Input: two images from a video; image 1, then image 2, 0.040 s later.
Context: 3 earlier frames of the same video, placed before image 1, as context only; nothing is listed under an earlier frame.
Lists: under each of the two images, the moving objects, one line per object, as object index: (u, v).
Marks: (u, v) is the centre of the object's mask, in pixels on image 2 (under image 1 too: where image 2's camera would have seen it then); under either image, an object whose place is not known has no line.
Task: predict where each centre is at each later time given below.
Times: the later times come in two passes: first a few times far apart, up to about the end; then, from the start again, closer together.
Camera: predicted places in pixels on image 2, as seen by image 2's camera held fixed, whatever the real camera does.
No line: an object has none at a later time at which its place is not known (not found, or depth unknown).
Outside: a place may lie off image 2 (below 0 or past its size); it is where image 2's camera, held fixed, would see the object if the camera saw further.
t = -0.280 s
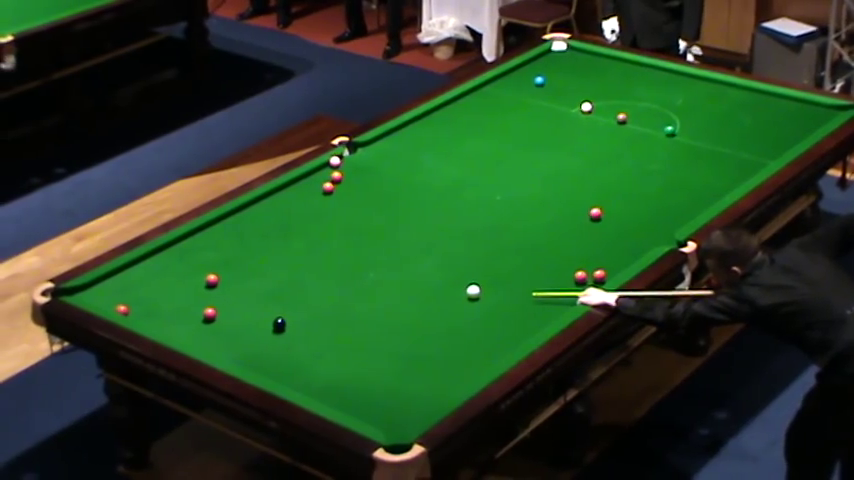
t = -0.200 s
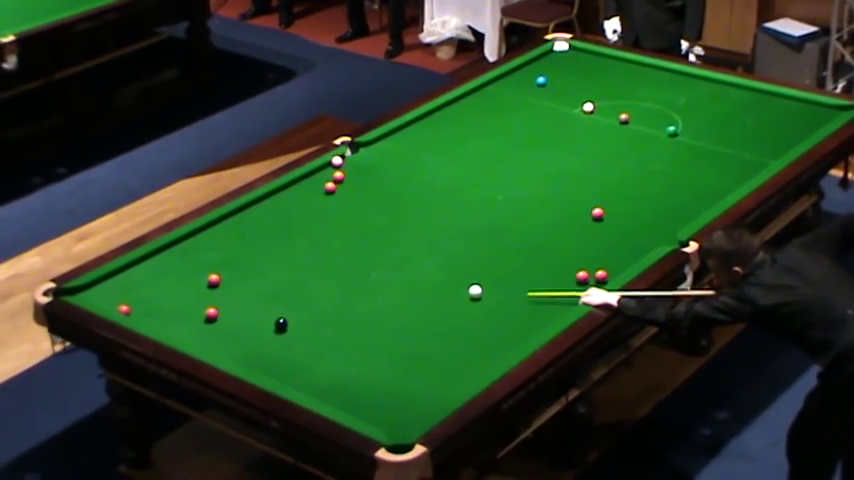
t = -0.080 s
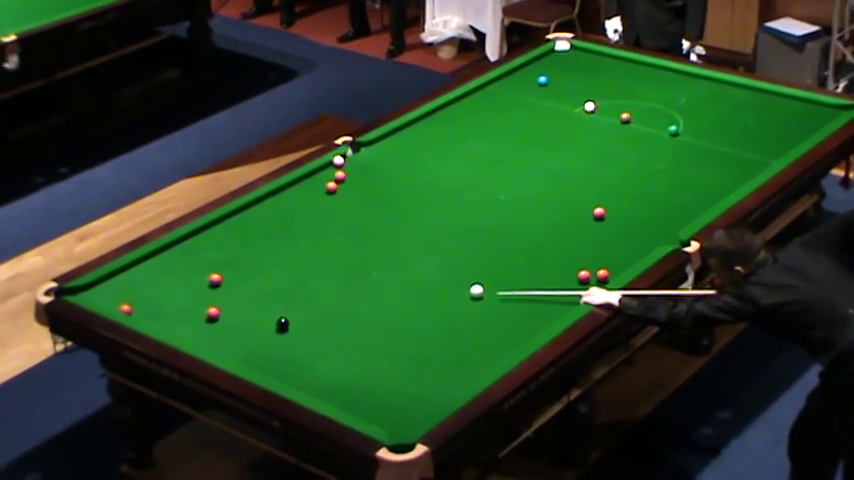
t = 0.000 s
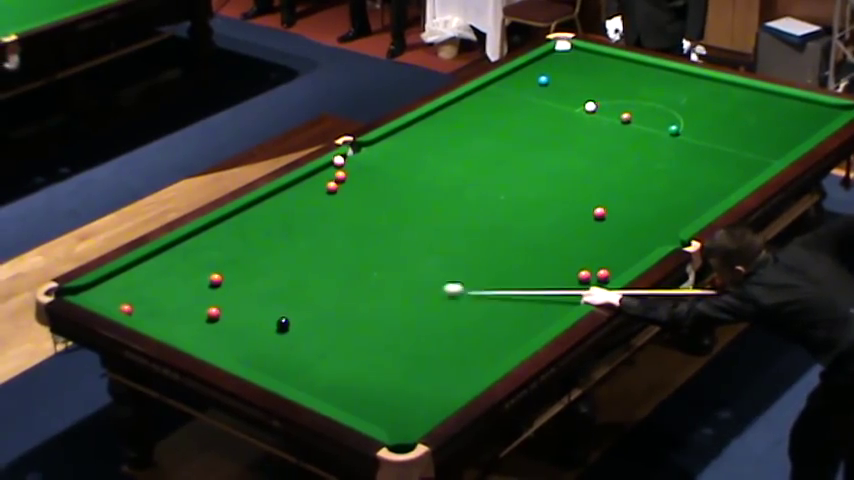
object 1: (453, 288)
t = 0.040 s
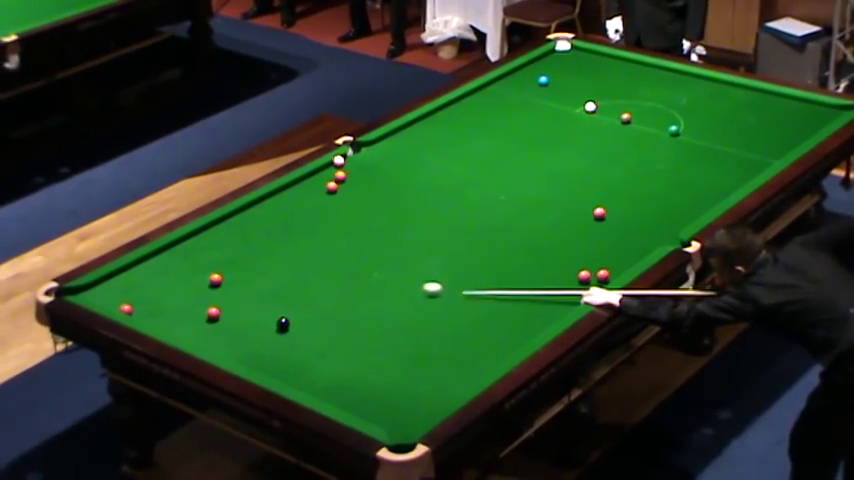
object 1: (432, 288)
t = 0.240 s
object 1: (343, 283)
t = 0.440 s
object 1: (277, 280)
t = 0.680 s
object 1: (226, 275)
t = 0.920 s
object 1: (211, 266)
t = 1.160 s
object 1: (195, 258)
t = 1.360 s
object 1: (183, 252)
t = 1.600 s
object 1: (171, 246)
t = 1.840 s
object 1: (183, 249)
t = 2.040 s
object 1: (191, 252)
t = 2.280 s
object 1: (201, 254)
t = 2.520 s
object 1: (209, 257)
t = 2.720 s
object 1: (215, 258)
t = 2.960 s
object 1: (222, 260)
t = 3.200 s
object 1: (227, 262)
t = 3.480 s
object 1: (233, 263)
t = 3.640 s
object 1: (235, 264)
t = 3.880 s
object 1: (237, 265)
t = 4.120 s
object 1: (239, 265)
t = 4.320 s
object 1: (240, 266)
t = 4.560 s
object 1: (240, 266)
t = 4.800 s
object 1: (240, 265)
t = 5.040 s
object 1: (240, 266)
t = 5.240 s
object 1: (240, 266)
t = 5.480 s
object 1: (240, 266)
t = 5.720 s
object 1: (240, 266)
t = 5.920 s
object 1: (240, 266)
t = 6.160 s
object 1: (240, 266)
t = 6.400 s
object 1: (240, 266)
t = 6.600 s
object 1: (240, 266)
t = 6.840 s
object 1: (240, 266)
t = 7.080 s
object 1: (240, 266)
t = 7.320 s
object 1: (240, 266)
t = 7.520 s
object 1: (240, 266)
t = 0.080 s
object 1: (413, 287)
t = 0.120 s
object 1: (393, 286)
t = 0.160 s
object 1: (376, 285)
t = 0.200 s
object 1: (358, 284)
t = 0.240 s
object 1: (343, 283)
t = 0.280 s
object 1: (328, 282)
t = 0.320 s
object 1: (314, 282)
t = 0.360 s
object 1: (301, 281)
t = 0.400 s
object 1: (289, 281)
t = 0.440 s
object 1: (277, 280)
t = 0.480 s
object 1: (265, 279)
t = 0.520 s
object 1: (253, 279)
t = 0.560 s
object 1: (242, 278)
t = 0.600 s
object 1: (230, 278)
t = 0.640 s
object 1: (227, 276)
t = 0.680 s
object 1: (226, 275)
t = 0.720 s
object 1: (224, 273)
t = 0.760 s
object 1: (221, 272)
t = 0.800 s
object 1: (219, 270)
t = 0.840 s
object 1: (216, 269)
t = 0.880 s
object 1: (213, 267)
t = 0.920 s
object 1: (211, 266)
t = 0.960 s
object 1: (208, 265)
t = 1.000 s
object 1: (205, 263)
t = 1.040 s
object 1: (203, 262)
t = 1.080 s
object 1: (200, 261)
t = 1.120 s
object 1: (198, 259)
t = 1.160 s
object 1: (195, 258)
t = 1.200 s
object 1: (193, 257)
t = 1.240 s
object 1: (191, 256)
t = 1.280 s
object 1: (188, 255)
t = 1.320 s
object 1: (185, 253)
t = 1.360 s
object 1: (183, 252)
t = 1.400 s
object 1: (181, 251)
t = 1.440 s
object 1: (179, 250)
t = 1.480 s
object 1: (176, 249)
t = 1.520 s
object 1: (174, 248)
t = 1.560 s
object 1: (172, 247)
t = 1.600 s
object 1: (171, 246)
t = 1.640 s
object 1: (173, 247)
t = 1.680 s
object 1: (175, 247)
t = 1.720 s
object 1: (177, 248)
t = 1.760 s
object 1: (180, 248)
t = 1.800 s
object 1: (181, 249)
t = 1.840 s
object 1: (183, 249)
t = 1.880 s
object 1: (185, 250)
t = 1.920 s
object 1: (186, 250)
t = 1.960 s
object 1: (188, 251)
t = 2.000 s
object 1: (190, 251)
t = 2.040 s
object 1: (191, 252)
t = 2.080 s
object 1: (193, 252)
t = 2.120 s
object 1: (195, 252)
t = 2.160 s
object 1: (196, 253)
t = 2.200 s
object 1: (198, 253)
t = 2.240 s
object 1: (200, 254)
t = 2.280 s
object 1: (201, 254)
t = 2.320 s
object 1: (202, 254)
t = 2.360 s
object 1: (204, 255)
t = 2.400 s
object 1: (205, 255)
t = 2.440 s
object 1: (206, 256)
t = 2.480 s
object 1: (208, 256)
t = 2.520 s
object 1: (209, 257)
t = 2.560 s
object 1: (211, 257)
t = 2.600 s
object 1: (212, 257)
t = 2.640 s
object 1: (213, 257)
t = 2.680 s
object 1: (214, 258)
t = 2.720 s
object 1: (215, 258)
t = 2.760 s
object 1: (217, 259)
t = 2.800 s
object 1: (218, 259)
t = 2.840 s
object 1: (219, 259)
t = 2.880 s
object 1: (220, 260)
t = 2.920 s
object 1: (221, 260)
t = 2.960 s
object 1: (222, 260)
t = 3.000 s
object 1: (223, 260)
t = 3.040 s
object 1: (223, 261)
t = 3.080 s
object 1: (224, 261)
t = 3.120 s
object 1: (226, 261)
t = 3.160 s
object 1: (226, 261)
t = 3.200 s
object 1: (227, 262)
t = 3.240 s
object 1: (228, 262)
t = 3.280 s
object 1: (228, 262)
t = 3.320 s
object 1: (226, 261)
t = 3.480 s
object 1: (233, 263)
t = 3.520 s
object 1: (233, 264)
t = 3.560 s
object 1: (234, 263)
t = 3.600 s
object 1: (234, 264)
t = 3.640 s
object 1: (235, 264)
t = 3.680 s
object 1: (235, 264)
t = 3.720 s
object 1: (236, 264)
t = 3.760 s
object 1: (236, 264)
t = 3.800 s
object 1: (237, 264)
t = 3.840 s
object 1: (237, 265)
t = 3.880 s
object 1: (237, 265)
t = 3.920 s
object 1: (238, 265)
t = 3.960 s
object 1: (238, 265)
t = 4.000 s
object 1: (238, 265)
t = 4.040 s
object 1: (238, 265)
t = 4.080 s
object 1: (239, 265)
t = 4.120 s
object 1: (239, 265)
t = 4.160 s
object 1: (239, 265)
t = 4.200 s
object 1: (239, 265)
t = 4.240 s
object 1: (240, 265)
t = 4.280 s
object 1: (239, 265)
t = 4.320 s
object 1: (240, 266)
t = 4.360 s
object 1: (240, 266)
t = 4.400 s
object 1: (240, 265)
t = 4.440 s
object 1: (240, 266)
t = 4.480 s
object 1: (240, 266)
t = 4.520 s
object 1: (240, 266)
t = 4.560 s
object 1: (240, 266)
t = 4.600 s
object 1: (240, 265)
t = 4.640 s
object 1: (240, 266)
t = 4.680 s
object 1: (240, 265)
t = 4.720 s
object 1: (240, 266)
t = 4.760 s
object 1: (240, 266)
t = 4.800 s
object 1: (240, 265)
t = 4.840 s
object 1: (240, 266)
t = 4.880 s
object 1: (240, 265)
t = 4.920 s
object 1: (240, 266)
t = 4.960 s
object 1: (239, 266)
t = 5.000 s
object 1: (239, 266)
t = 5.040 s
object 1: (240, 266)
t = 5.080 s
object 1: (239, 266)
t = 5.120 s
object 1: (240, 266)
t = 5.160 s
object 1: (240, 266)
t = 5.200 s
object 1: (240, 266)
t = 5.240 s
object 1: (240, 266)
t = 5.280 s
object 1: (239, 266)
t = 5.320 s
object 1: (240, 266)
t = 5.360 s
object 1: (240, 266)
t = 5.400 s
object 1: (240, 266)
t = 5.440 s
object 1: (240, 266)
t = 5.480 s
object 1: (240, 266)
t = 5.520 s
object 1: (240, 266)
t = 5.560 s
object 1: (240, 266)
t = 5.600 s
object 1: (240, 266)
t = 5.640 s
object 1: (240, 266)
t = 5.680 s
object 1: (240, 266)
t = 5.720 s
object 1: (240, 266)
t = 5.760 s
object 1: (240, 266)
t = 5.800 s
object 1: (240, 265)
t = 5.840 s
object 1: (240, 266)
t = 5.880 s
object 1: (240, 266)
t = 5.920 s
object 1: (240, 266)
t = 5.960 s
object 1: (240, 266)
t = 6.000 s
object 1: (240, 266)
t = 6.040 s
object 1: (240, 266)
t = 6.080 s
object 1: (240, 266)
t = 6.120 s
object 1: (240, 266)
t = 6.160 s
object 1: (240, 266)
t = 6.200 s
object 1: (240, 266)
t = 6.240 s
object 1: (240, 266)
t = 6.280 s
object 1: (240, 266)
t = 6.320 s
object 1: (240, 266)
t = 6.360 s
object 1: (240, 266)
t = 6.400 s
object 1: (240, 266)
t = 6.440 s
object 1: (240, 265)
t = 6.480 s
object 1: (240, 265)
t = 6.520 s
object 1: (240, 266)
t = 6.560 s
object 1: (240, 265)
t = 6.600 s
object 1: (240, 266)
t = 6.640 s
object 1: (240, 266)
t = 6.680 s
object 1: (240, 266)
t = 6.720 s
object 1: (240, 266)
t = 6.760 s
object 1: (240, 266)
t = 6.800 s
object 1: (240, 266)
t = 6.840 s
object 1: (240, 266)
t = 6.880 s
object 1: (240, 266)
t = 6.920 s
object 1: (240, 266)
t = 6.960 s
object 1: (240, 266)
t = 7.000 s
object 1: (240, 266)
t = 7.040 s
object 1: (240, 266)
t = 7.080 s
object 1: (240, 266)
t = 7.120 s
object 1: (240, 266)
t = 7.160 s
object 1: (240, 266)
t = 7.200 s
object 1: (240, 266)
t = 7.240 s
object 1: (240, 266)
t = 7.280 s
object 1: (240, 266)
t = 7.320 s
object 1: (240, 266)
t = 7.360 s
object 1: (240, 266)
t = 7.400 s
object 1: (239, 266)
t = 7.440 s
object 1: (240, 266)
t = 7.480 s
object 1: (240, 266)
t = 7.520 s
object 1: (240, 266)
